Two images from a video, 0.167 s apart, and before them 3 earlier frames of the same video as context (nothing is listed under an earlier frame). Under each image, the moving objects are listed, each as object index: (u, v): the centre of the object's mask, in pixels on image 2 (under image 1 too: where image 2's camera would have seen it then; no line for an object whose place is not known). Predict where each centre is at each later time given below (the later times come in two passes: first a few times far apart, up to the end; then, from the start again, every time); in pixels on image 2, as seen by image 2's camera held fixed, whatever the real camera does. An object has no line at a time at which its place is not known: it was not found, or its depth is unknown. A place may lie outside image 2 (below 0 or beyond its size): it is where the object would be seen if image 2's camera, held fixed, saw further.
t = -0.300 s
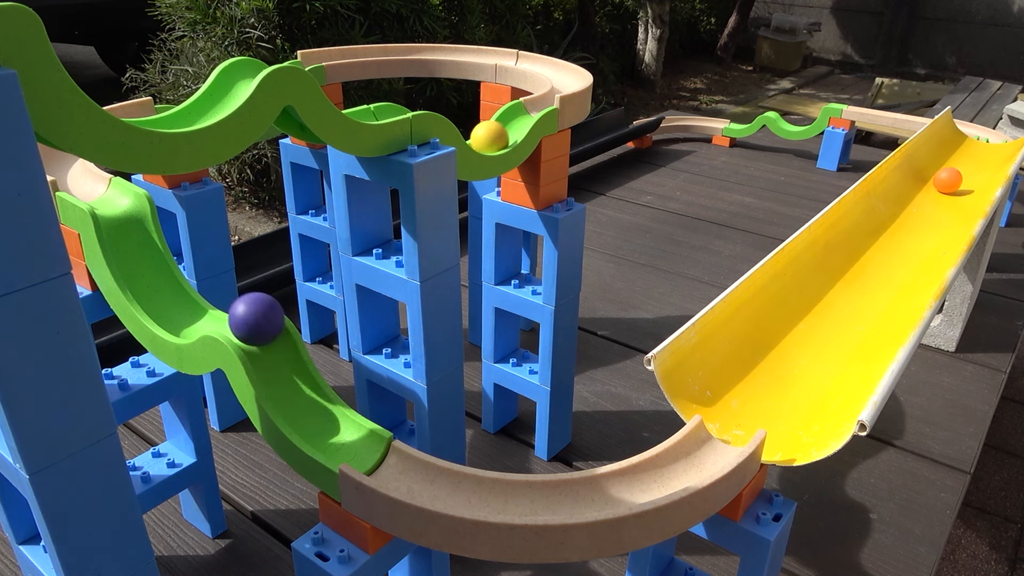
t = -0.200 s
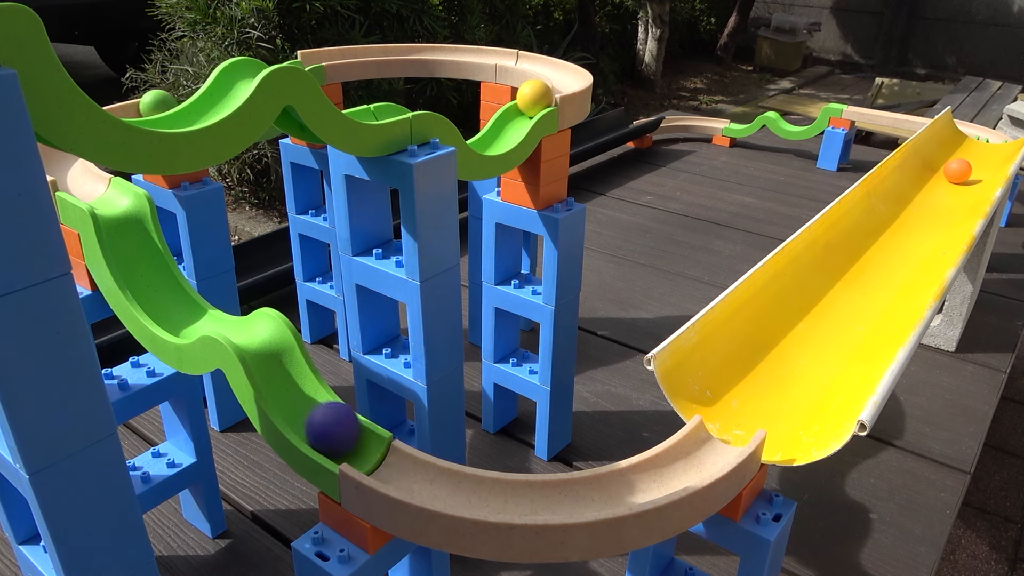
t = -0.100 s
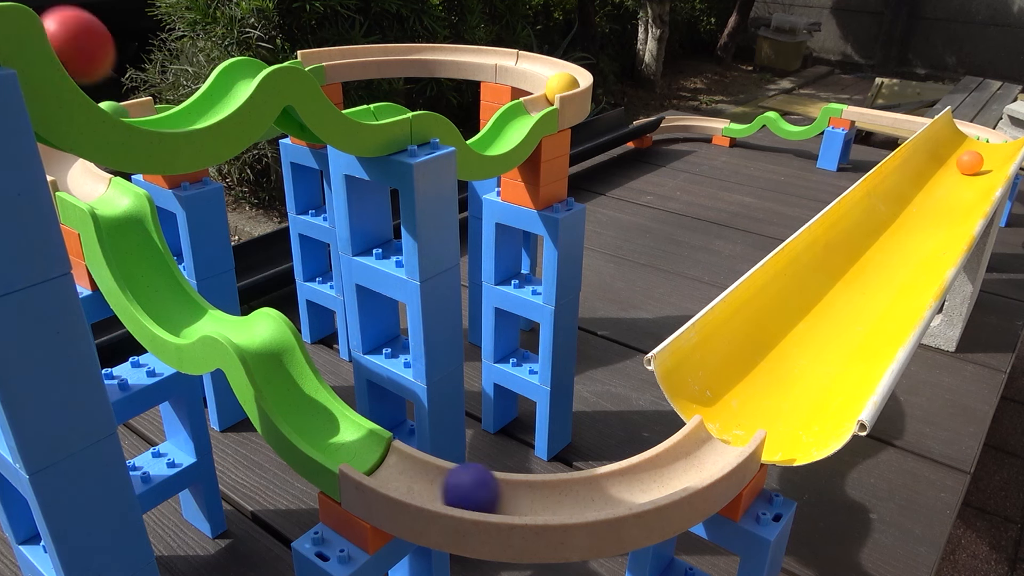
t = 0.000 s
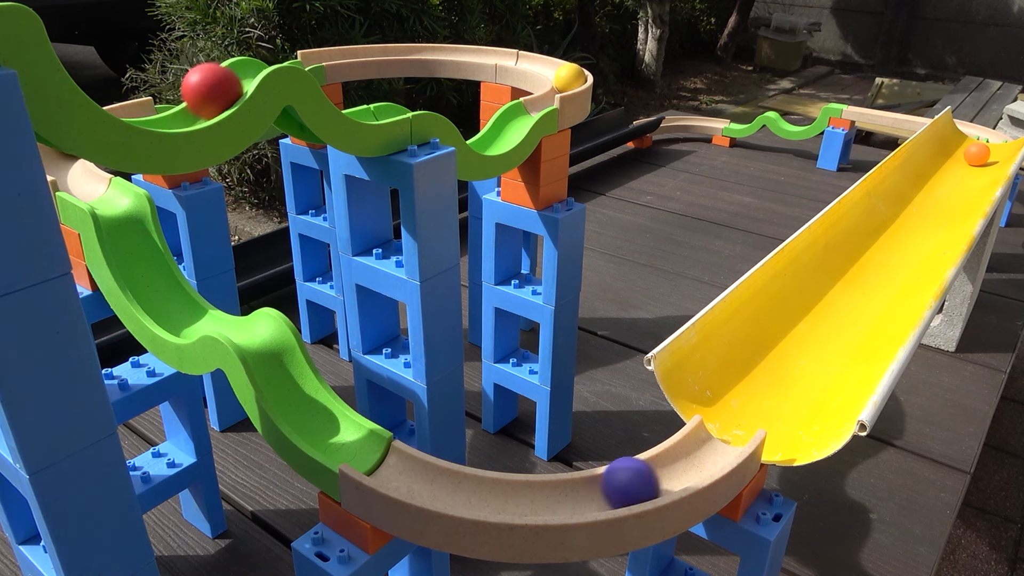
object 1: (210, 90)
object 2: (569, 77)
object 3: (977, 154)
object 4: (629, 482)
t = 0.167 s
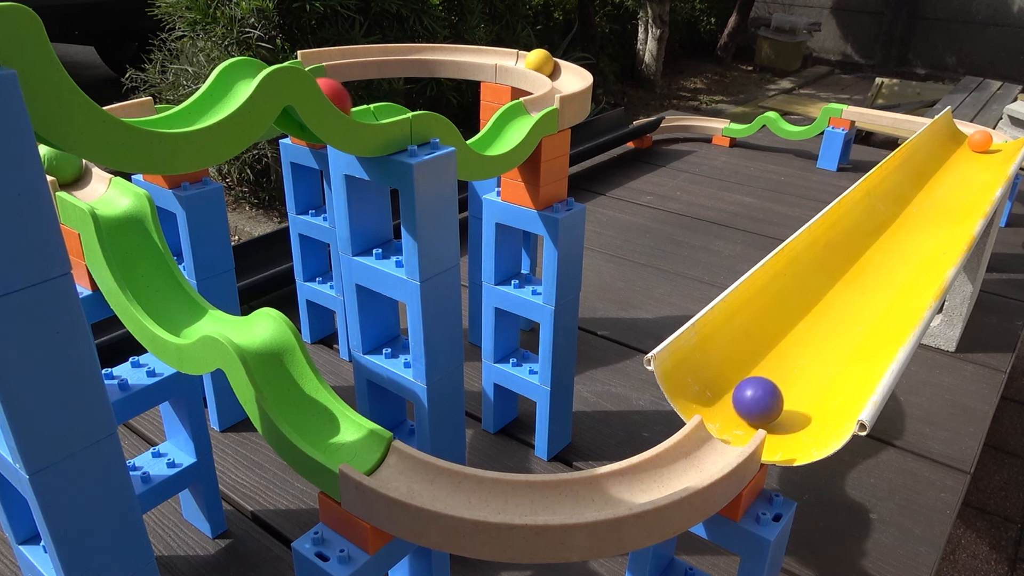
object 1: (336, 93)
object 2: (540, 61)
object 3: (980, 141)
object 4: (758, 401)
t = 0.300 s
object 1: (448, 109)
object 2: (497, 53)
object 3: (987, 132)
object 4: (821, 347)
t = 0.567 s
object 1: (566, 81)
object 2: (404, 48)
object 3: (996, 138)
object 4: (878, 261)
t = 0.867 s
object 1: (500, 53)
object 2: (305, 56)
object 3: (1000, 139)
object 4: (941, 206)
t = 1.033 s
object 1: (427, 47)
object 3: (973, 127)
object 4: (947, 180)
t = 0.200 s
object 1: (359, 104)
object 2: (529, 59)
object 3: (981, 138)
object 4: (775, 387)
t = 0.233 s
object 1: (388, 100)
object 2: (518, 56)
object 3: (983, 136)
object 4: (791, 373)
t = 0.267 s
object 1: (417, 97)
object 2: (506, 54)
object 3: (985, 134)
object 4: (807, 360)
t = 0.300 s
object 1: (448, 109)
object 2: (497, 53)
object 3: (987, 132)
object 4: (821, 347)
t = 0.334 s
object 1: (475, 136)
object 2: (487, 51)
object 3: (990, 131)
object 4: (833, 335)
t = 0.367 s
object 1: (494, 134)
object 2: (476, 51)
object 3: (991, 134)
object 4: (844, 323)
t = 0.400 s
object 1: (512, 113)
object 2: (465, 50)
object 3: (992, 137)
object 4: (852, 311)
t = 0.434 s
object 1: (527, 99)
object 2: (453, 49)
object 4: (859, 300)
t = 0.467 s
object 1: (540, 95)
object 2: (441, 48)
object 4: (865, 290)
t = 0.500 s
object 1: (551, 90)
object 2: (429, 48)
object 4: (869, 280)
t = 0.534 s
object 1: (561, 85)
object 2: (416, 48)
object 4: (874, 270)
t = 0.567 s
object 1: (566, 81)
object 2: (404, 48)
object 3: (996, 138)
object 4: (878, 261)
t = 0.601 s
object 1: (569, 79)
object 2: (392, 48)
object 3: (998, 136)
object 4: (884, 253)
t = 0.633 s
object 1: (569, 77)
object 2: (380, 48)
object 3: (999, 135)
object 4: (891, 246)
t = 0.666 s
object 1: (566, 75)
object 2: (368, 49)
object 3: (999, 136)
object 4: (899, 240)
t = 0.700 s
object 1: (559, 70)
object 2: (357, 49)
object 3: (996, 140)
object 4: (907, 234)
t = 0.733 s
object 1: (550, 66)
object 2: (345, 50)
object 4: (916, 228)
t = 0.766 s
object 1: (539, 61)
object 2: (334, 51)
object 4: (924, 223)
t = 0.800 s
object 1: (527, 57)
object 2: (324, 52)
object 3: (1001, 140)
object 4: (931, 217)
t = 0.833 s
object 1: (514, 55)
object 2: (314, 54)
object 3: (1001, 140)
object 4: (937, 212)
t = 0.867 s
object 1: (500, 53)
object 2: (305, 56)
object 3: (1000, 139)
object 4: (941, 206)
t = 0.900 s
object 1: (487, 51)
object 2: (297, 57)
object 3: (999, 137)
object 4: (943, 201)
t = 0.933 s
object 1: (472, 50)
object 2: (287, 59)
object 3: (995, 136)
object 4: (945, 196)
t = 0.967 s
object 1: (458, 49)
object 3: (989, 134)
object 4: (945, 190)
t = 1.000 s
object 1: (442, 48)
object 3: (982, 130)
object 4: (946, 185)
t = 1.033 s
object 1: (427, 47)
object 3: (973, 127)
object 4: (947, 180)
